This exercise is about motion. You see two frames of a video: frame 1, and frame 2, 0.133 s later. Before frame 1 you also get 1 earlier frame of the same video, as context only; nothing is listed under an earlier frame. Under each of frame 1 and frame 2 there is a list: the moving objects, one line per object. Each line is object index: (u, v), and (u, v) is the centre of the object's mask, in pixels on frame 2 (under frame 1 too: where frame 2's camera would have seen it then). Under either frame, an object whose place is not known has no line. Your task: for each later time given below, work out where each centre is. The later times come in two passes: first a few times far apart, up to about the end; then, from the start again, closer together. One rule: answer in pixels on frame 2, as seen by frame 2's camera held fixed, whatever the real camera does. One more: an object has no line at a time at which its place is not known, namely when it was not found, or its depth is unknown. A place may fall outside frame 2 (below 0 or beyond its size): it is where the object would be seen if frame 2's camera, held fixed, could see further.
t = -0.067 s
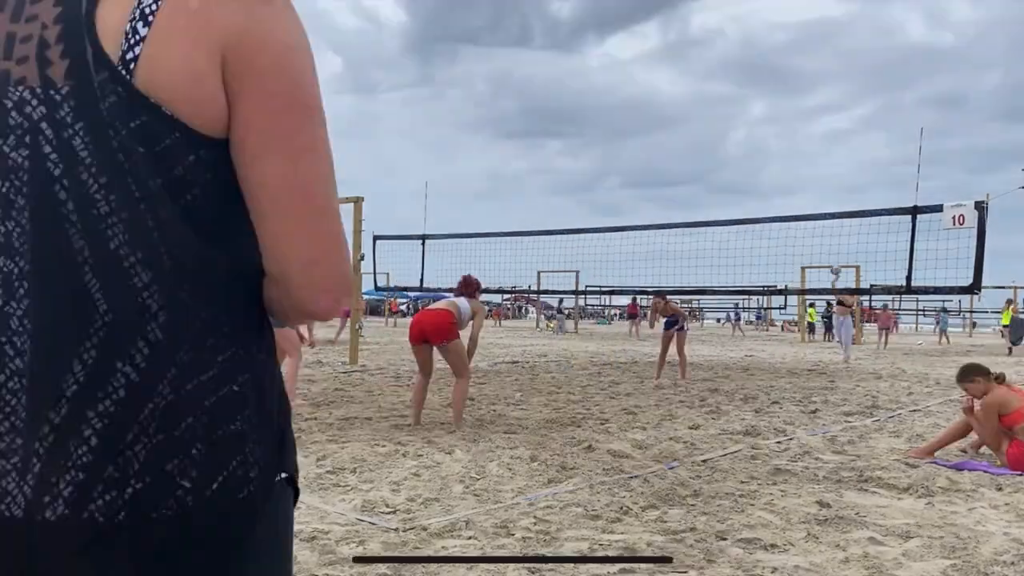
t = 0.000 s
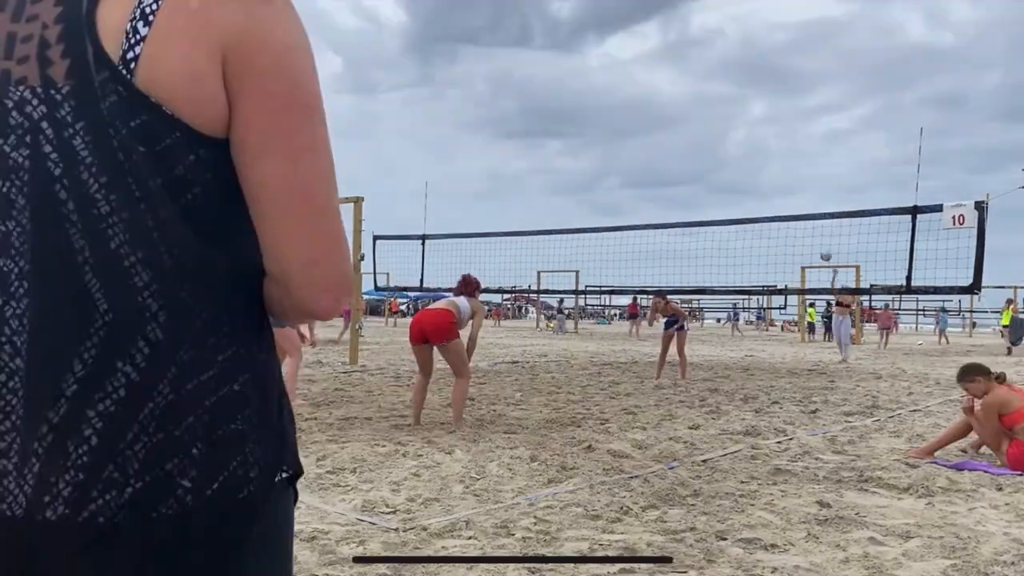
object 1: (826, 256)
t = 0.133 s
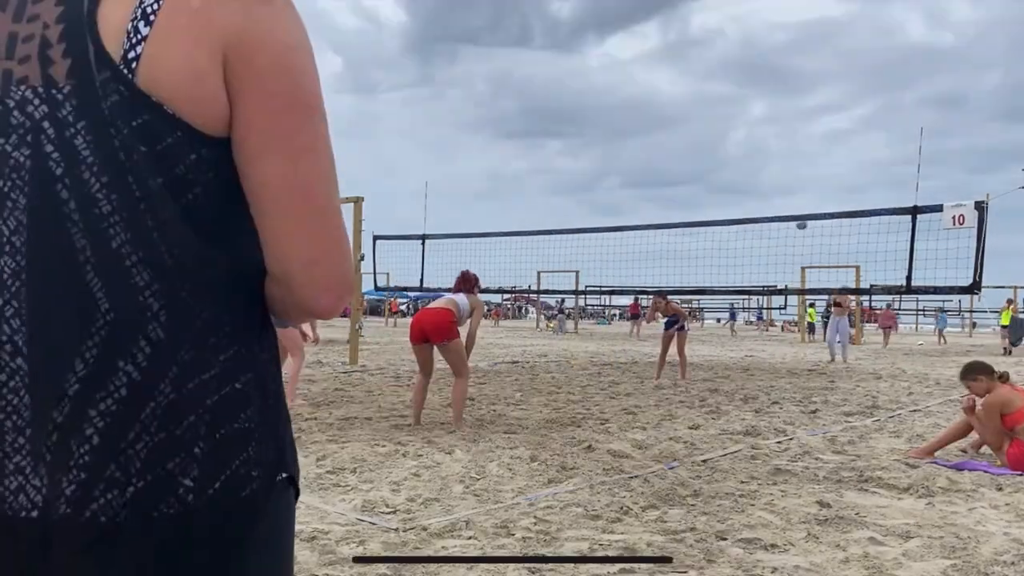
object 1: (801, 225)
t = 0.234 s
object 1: (781, 203)
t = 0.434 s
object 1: (733, 174)
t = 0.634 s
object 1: (674, 163)
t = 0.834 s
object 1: (599, 180)
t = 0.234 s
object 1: (781, 203)
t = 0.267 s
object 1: (774, 197)
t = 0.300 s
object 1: (766, 192)
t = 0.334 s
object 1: (759, 186)
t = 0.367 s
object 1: (751, 182)
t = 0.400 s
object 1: (742, 177)
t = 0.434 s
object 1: (733, 174)
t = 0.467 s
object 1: (725, 170)
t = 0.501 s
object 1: (715, 168)
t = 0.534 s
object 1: (706, 166)
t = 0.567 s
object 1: (696, 164)
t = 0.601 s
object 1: (685, 164)
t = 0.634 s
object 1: (674, 163)
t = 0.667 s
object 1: (662, 163)
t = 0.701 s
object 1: (651, 165)
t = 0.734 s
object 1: (639, 168)
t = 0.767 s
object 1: (626, 171)
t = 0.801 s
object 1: (613, 175)
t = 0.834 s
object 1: (599, 180)
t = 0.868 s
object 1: (584, 186)
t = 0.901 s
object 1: (569, 194)
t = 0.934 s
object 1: (553, 202)
